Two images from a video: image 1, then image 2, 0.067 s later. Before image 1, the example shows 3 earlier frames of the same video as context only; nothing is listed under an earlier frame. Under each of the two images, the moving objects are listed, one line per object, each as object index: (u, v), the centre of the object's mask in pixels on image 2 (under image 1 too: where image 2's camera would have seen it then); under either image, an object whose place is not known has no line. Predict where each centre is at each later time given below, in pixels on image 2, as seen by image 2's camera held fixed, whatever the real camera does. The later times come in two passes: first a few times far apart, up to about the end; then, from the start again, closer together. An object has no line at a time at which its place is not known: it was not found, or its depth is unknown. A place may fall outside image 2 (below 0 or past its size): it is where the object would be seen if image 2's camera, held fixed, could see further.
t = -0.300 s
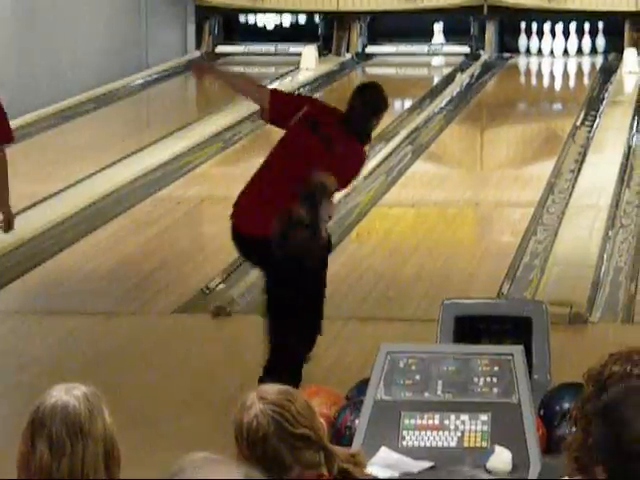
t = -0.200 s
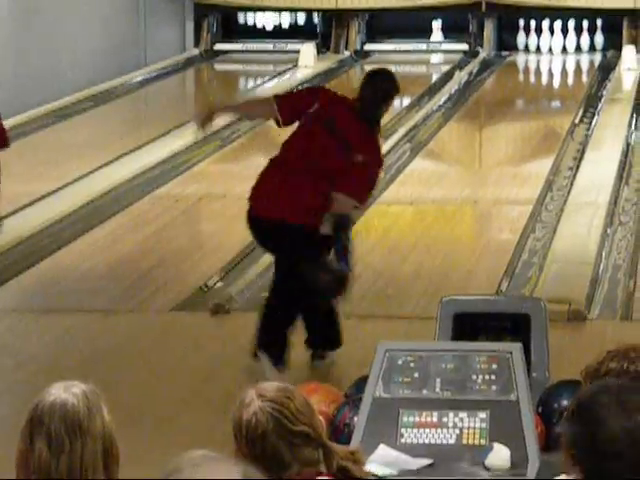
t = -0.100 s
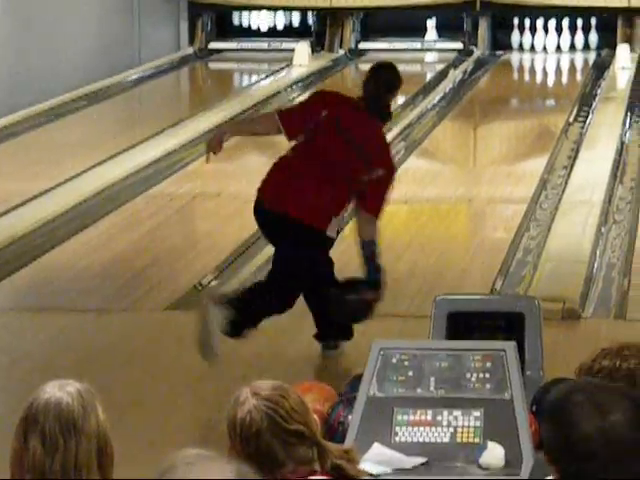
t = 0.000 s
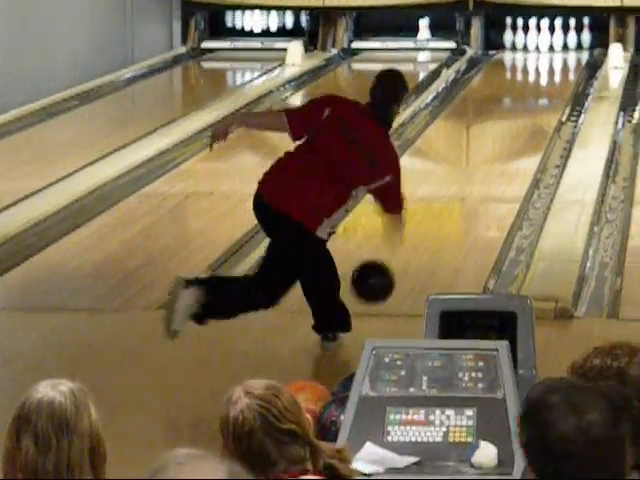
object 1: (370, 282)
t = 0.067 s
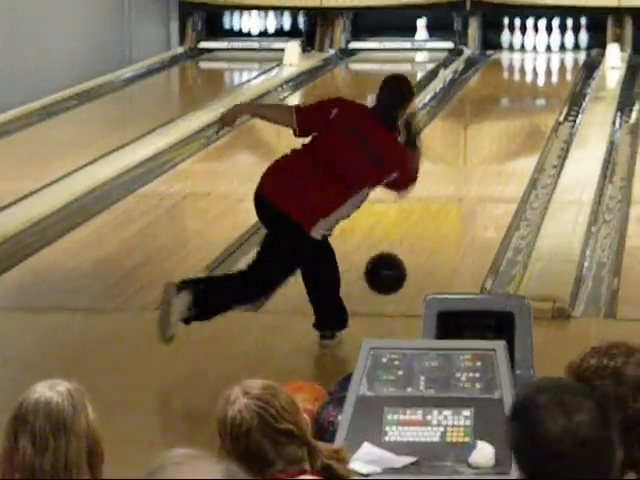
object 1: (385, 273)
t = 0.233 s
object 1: (418, 259)
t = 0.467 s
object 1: (456, 219)
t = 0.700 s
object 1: (485, 186)
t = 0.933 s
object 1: (508, 159)
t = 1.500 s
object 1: (547, 108)
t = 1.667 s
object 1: (554, 98)
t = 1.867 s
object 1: (558, 86)
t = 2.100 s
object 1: (562, 74)
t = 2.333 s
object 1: (564, 63)
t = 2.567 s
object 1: (563, 54)
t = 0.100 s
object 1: (392, 272)
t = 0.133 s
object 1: (399, 273)
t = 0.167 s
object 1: (406, 275)
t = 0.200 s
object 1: (412, 266)
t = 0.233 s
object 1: (418, 259)
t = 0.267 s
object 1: (424, 255)
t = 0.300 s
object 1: (430, 248)
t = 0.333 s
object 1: (436, 242)
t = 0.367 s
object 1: (441, 236)
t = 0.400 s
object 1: (446, 230)
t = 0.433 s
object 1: (451, 225)
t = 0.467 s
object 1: (456, 219)
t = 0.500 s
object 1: (461, 214)
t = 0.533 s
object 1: (465, 209)
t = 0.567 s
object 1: (469, 204)
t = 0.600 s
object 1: (474, 199)
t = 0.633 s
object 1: (477, 195)
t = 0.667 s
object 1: (481, 190)
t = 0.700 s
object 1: (485, 186)
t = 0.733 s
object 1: (489, 182)
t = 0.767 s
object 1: (493, 178)
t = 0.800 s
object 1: (496, 174)
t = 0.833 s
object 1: (500, 170)
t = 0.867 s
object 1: (503, 166)
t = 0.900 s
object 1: (506, 162)
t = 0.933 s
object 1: (508, 159)
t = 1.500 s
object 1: (547, 108)
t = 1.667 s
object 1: (554, 98)
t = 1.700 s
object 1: (554, 96)
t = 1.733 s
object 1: (554, 94)
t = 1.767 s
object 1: (556, 92)
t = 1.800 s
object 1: (557, 90)
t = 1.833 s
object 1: (557, 88)
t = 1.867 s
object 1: (558, 86)
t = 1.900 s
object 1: (559, 85)
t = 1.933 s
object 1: (559, 83)
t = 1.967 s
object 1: (560, 81)
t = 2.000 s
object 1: (561, 79)
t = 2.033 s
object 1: (561, 76)
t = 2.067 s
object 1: (562, 75)
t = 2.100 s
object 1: (562, 74)
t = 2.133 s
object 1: (563, 72)
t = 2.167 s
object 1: (563, 70)
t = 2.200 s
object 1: (563, 69)
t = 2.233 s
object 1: (564, 67)
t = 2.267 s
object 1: (564, 66)
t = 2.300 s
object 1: (564, 65)
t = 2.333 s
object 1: (564, 63)
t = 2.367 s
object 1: (564, 61)
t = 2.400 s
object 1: (564, 60)
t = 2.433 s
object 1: (564, 59)
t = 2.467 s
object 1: (564, 58)
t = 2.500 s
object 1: (563, 56)
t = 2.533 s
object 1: (563, 55)
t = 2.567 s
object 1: (563, 54)
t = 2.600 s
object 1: (563, 53)
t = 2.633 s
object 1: (562, 52)
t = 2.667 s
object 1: (562, 50)
